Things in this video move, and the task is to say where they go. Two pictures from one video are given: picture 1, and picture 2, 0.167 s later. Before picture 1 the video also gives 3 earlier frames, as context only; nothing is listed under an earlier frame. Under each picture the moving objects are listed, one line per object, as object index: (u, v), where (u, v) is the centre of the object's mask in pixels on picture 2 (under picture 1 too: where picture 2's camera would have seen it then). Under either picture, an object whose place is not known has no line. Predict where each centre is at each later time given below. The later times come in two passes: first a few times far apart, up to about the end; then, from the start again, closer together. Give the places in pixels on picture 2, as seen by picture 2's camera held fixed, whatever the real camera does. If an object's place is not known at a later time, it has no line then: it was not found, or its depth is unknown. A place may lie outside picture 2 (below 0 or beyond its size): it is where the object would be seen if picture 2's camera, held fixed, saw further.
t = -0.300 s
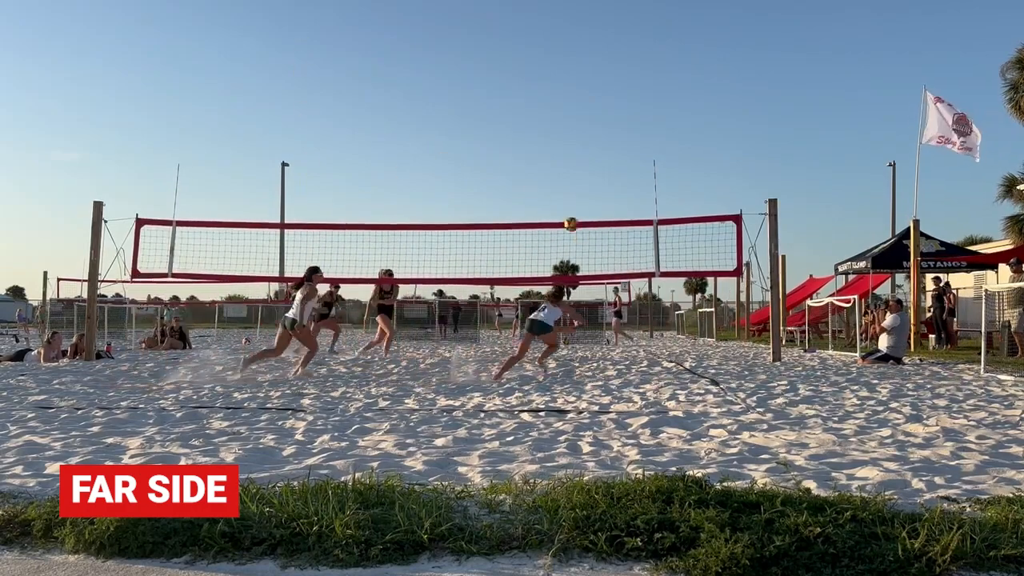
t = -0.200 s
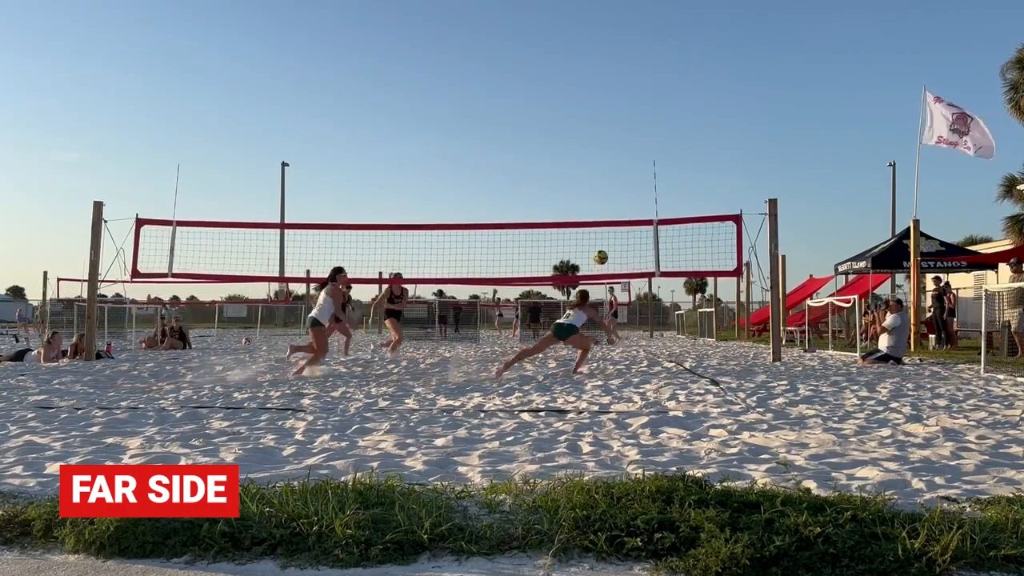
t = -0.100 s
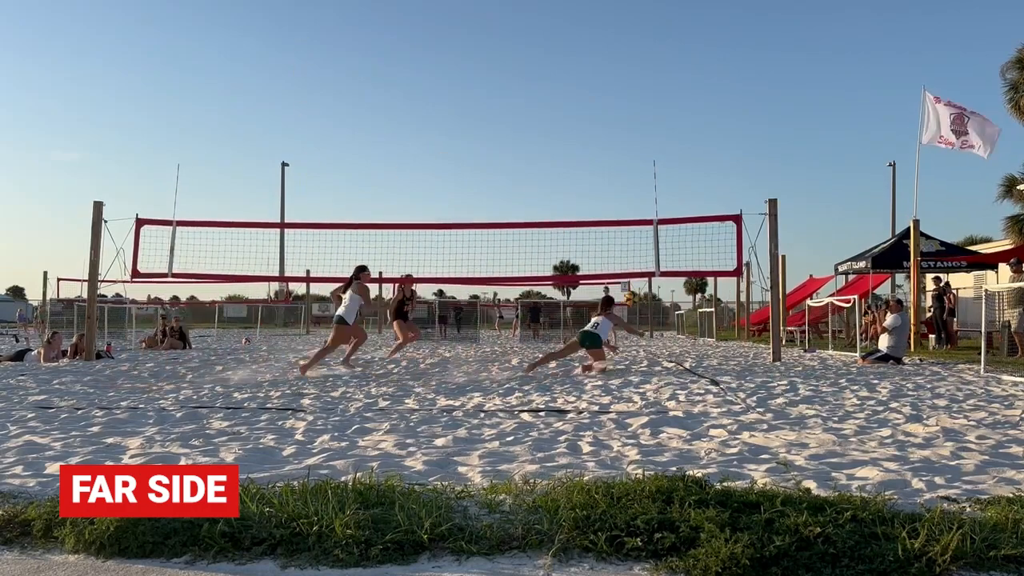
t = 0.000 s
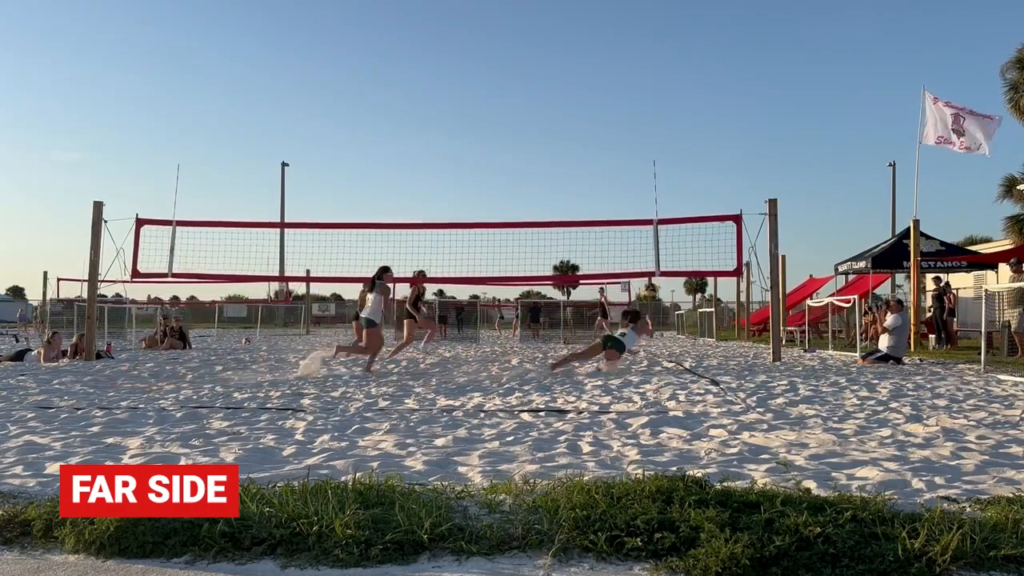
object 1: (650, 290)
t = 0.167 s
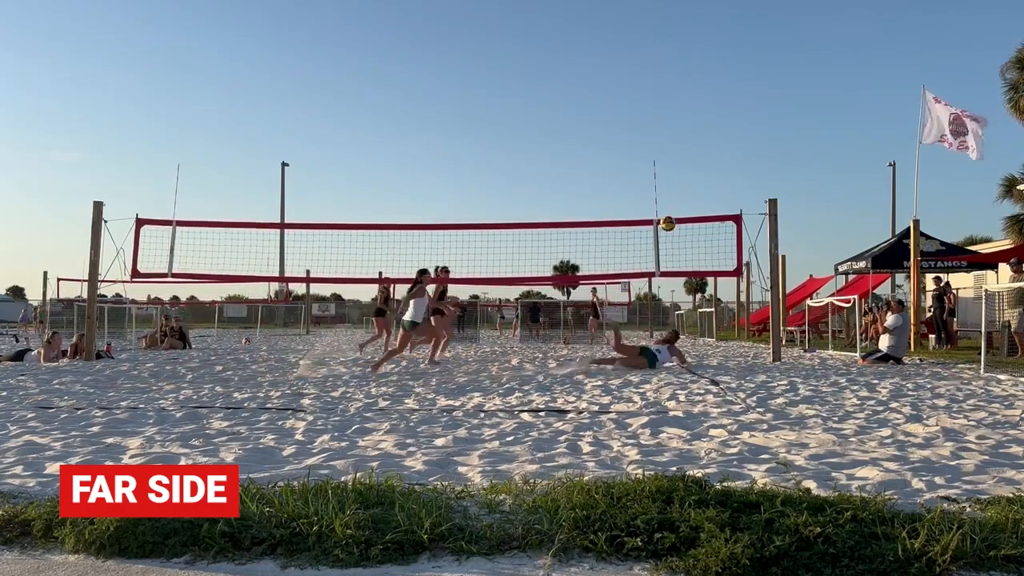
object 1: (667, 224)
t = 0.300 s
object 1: (682, 184)
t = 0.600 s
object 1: (720, 138)
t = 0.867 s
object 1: (759, 155)
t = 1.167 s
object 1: (809, 248)
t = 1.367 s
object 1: (846, 357)
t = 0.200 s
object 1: (671, 212)
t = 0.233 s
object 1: (675, 202)
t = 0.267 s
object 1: (678, 193)
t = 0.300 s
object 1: (682, 184)
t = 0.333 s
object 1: (686, 175)
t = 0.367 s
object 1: (690, 168)
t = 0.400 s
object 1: (694, 161)
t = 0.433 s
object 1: (698, 156)
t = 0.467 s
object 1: (703, 151)
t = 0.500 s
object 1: (707, 146)
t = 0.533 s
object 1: (711, 143)
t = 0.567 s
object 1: (716, 140)
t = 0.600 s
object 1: (720, 138)
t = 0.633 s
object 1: (725, 137)
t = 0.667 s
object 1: (730, 137)
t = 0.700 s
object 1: (734, 138)
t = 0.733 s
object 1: (739, 139)
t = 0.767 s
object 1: (744, 142)
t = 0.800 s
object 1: (749, 145)
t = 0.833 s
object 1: (754, 150)
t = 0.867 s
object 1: (759, 155)
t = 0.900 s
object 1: (764, 161)
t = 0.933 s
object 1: (770, 169)
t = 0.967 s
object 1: (775, 177)
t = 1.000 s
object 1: (781, 186)
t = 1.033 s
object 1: (786, 196)
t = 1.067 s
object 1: (791, 207)
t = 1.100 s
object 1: (797, 220)
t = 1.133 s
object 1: (803, 233)
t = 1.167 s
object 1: (809, 248)
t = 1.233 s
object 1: (821, 279)
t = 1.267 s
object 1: (826, 297)
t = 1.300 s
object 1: (831, 315)
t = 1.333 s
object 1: (838, 337)
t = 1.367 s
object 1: (846, 357)
